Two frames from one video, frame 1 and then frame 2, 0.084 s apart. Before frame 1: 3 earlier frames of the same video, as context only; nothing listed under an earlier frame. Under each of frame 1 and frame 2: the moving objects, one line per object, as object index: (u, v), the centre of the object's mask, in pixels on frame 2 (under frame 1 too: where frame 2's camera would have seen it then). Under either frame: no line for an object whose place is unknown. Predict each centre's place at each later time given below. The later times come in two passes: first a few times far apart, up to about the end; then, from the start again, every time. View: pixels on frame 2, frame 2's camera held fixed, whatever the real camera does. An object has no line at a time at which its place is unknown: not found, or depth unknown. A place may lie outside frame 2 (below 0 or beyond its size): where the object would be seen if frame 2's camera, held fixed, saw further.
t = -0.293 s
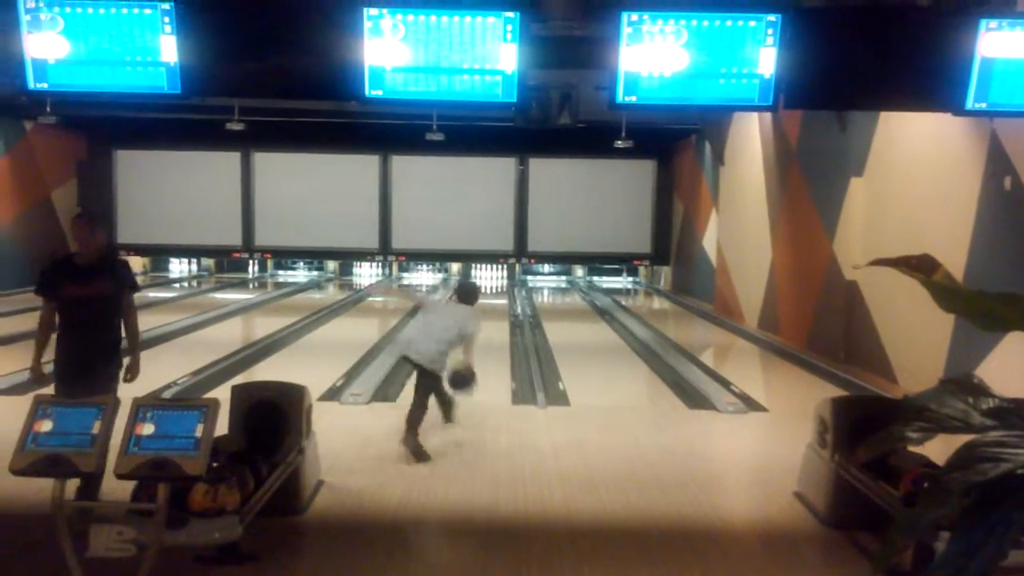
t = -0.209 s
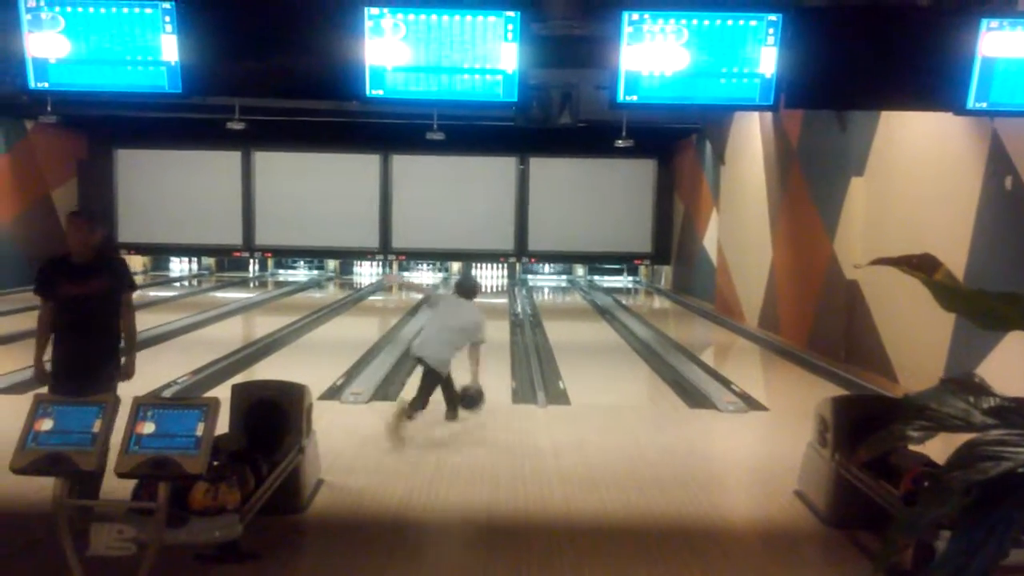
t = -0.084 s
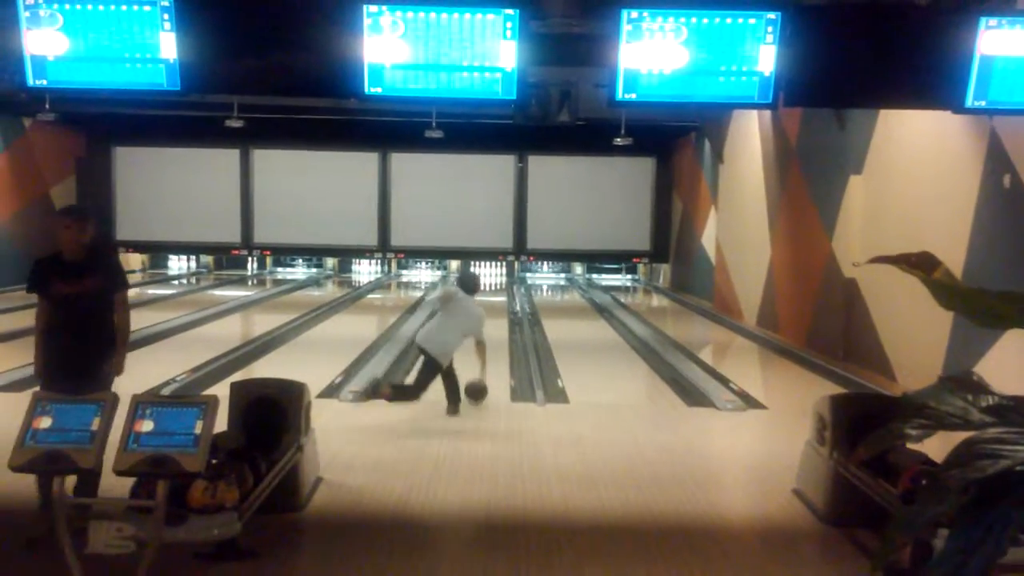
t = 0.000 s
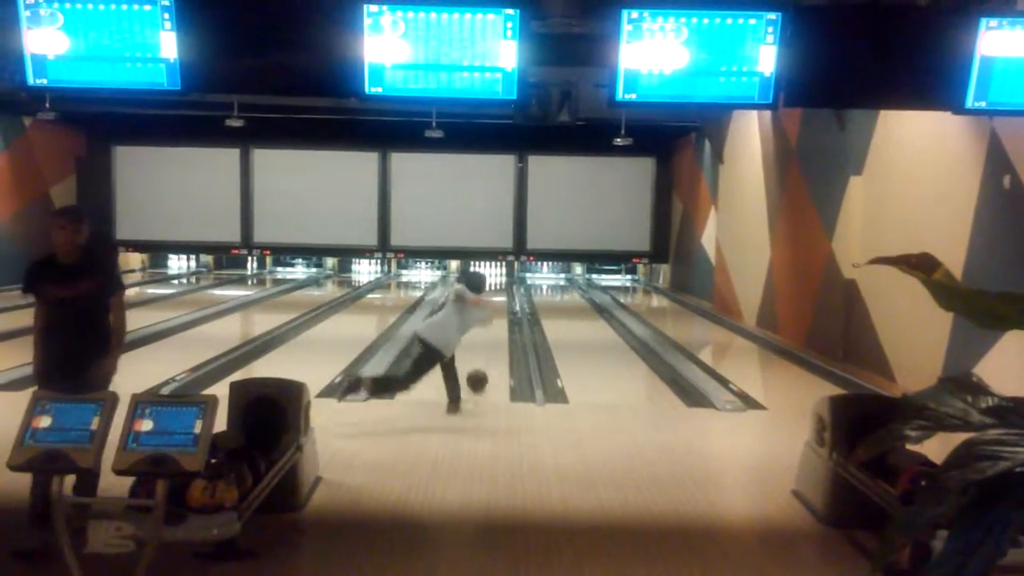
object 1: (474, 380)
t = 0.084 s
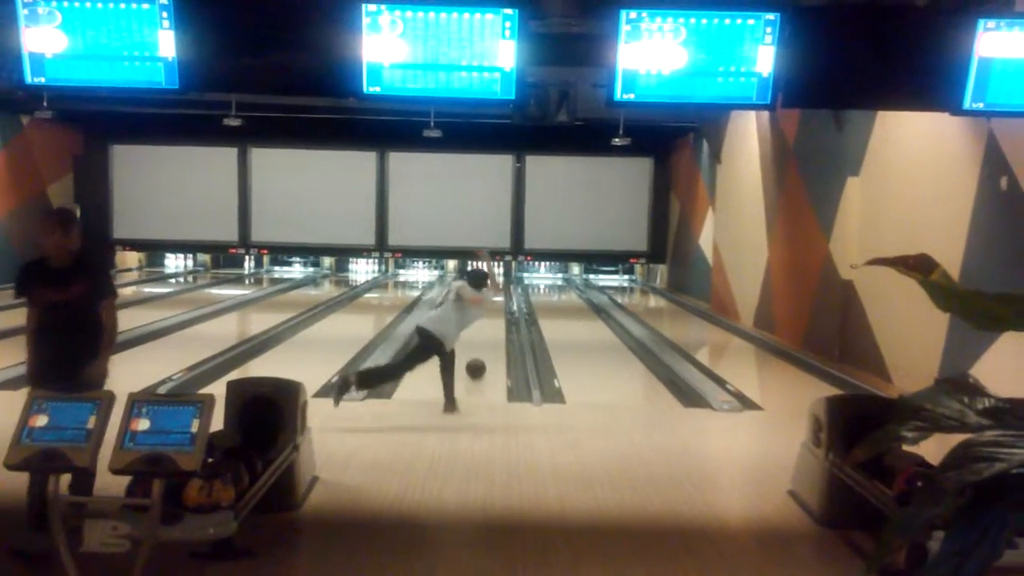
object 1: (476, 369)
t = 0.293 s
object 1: (479, 346)
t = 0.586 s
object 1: (481, 324)
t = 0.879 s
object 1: (483, 308)
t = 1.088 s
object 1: (483, 300)
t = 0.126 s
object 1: (477, 363)
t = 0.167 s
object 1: (477, 358)
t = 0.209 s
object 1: (478, 354)
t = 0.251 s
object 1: (478, 350)
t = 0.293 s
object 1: (479, 346)
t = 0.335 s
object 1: (479, 343)
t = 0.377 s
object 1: (480, 339)
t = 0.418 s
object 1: (480, 335)
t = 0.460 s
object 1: (480, 332)
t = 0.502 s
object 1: (480, 329)
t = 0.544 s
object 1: (481, 326)
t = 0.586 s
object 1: (481, 324)
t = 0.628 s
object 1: (481, 322)
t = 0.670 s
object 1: (482, 319)
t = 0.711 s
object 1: (482, 317)
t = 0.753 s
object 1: (482, 314)
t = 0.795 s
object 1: (482, 312)
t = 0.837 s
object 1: (482, 311)
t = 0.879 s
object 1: (483, 308)
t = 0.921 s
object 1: (483, 307)
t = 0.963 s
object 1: (483, 305)
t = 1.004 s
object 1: (483, 303)
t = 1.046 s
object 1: (483, 301)
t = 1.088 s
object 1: (483, 300)
